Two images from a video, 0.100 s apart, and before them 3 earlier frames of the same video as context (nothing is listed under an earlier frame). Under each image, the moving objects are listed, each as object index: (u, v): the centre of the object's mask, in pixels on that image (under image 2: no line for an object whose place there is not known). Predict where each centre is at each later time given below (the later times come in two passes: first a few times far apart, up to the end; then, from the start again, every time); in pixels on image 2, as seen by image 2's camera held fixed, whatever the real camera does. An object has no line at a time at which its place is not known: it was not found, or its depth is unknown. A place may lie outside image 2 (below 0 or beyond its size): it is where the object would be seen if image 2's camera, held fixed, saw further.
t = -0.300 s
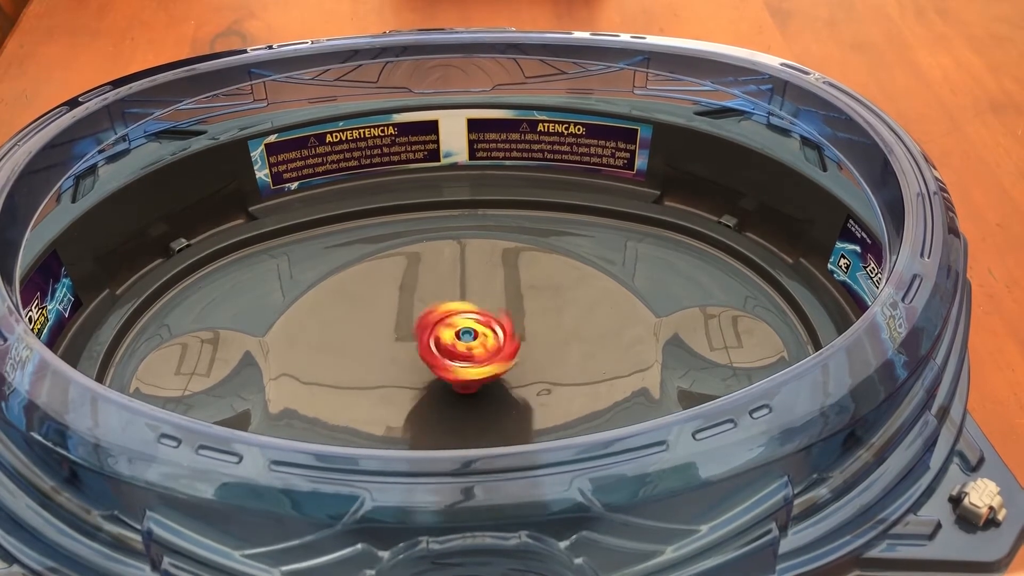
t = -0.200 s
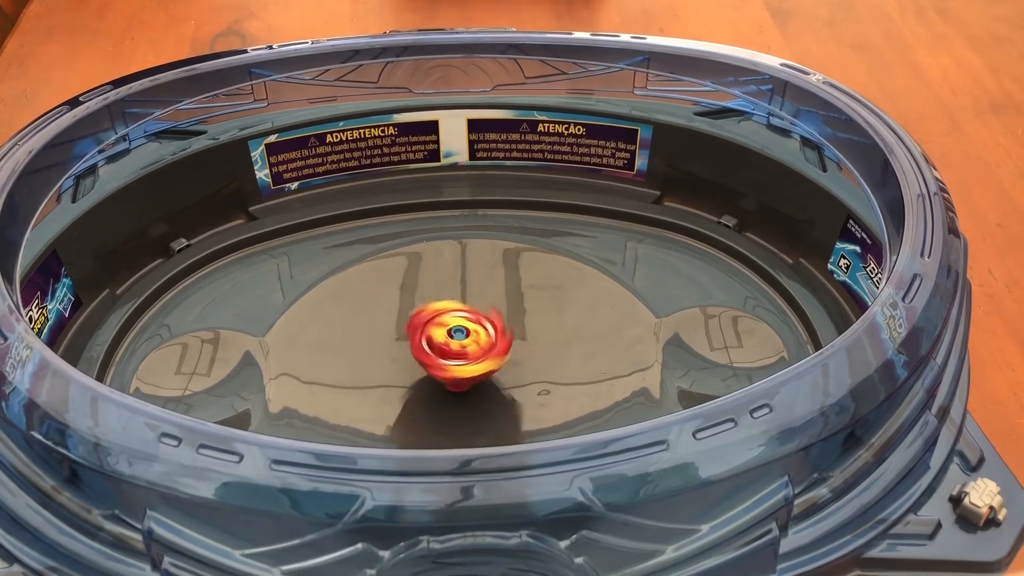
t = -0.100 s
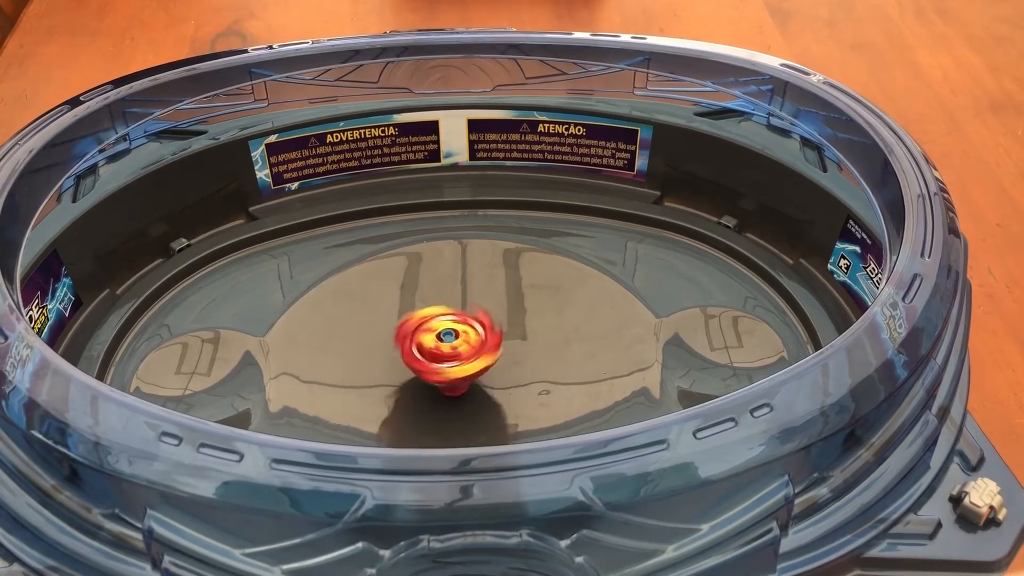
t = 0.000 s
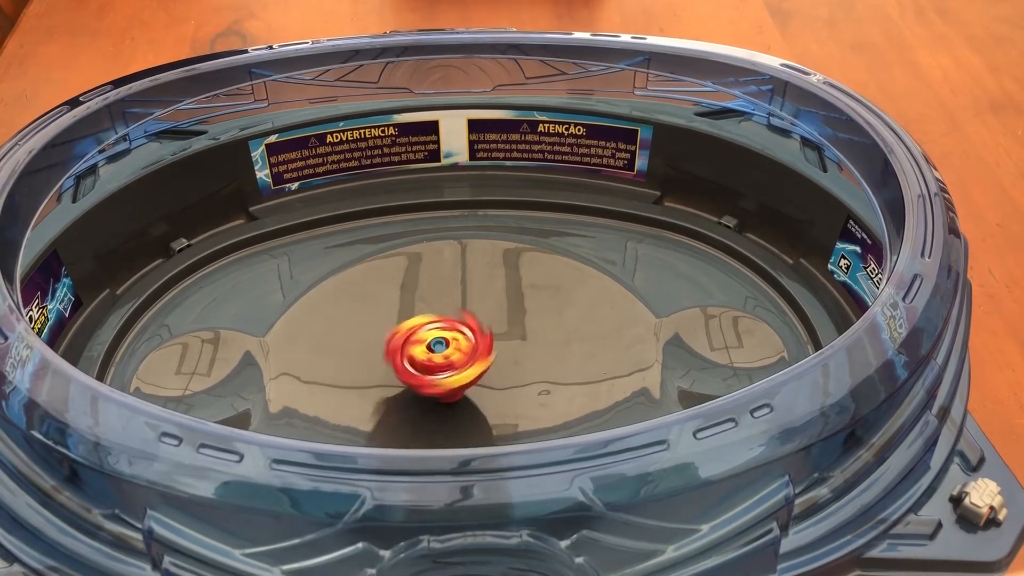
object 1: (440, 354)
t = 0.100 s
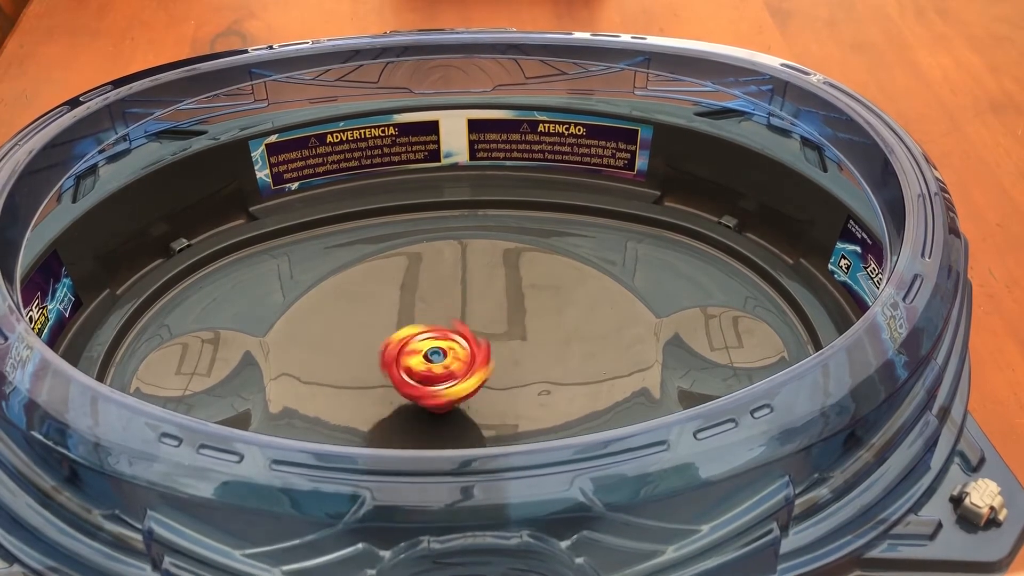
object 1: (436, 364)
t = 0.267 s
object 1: (435, 382)
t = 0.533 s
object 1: (456, 389)
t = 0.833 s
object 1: (485, 370)
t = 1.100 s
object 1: (481, 354)
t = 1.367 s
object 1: (455, 353)
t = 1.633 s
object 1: (436, 363)
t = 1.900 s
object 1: (441, 376)
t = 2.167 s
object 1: (467, 387)
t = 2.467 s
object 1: (480, 375)
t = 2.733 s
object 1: (469, 357)
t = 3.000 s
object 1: (455, 353)
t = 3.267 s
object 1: (450, 371)
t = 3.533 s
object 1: (455, 382)
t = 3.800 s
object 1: (464, 376)
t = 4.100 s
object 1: (477, 366)
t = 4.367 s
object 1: (466, 359)
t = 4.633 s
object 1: (455, 361)
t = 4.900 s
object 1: (457, 372)
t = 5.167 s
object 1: (467, 379)
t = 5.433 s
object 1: (471, 371)
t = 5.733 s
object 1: (469, 362)
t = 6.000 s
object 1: (485, 370)
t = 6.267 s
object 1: (469, 389)
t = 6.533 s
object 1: (461, 379)
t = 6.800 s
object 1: (461, 384)
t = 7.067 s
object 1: (474, 383)
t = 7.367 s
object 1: (460, 387)
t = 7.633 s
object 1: (472, 380)
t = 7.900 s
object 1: (510, 371)
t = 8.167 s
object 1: (477, 380)
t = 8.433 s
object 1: (455, 377)
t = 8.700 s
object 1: (437, 370)
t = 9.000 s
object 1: (445, 374)
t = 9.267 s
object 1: (453, 376)
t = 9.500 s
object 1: (443, 373)
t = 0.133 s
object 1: (436, 368)
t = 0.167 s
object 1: (433, 371)
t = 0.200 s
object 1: (435, 376)
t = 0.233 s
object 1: (438, 378)
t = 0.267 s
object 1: (435, 382)
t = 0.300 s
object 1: (437, 385)
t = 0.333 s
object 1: (440, 385)
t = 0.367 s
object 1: (443, 388)
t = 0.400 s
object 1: (444, 390)
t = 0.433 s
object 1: (446, 389)
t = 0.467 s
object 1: (450, 392)
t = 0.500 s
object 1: (452, 391)
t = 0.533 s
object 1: (456, 389)
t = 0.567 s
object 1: (462, 391)
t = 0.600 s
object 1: (462, 389)
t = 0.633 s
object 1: (463, 387)
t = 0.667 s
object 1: (472, 385)
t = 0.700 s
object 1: (474, 382)
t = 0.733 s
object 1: (476, 380)
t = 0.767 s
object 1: (481, 376)
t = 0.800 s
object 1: (481, 372)
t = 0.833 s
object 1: (485, 370)
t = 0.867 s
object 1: (488, 366)
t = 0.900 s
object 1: (486, 365)
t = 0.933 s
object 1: (485, 362)
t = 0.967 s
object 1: (485, 359)
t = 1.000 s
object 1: (486, 358)
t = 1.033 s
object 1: (484, 356)
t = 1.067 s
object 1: (481, 354)
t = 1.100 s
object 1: (481, 354)
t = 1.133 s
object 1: (475, 352)
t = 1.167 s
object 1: (475, 353)
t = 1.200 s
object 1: (474, 352)
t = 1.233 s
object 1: (466, 351)
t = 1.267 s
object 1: (463, 353)
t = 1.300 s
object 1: (461, 352)
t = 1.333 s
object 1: (459, 353)
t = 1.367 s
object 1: (455, 353)
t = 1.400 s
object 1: (448, 353)
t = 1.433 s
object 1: (446, 355)
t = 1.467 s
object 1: (443, 356)
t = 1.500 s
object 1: (441, 358)
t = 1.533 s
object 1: (440, 360)
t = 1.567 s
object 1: (433, 361)
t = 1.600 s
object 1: (434, 364)
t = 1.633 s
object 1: (436, 363)
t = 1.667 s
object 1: (435, 366)
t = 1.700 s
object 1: (433, 368)
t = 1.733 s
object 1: (431, 368)
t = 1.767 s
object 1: (436, 371)
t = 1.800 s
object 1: (436, 371)
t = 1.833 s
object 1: (438, 374)
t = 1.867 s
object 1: (442, 375)
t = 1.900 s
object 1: (441, 376)
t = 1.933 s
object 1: (445, 377)
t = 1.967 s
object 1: (449, 378)
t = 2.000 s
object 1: (452, 381)
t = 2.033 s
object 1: (454, 382)
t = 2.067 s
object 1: (454, 383)
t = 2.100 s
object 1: (462, 384)
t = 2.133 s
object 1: (463, 384)
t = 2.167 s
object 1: (467, 387)
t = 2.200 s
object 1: (471, 385)
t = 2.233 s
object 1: (470, 386)
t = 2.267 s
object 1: (473, 385)
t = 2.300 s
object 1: (475, 383)
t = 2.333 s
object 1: (479, 383)
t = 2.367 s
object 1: (477, 381)
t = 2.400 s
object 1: (476, 380)
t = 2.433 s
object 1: (480, 377)
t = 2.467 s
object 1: (480, 375)
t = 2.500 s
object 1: (480, 373)
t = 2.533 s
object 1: (477, 369)
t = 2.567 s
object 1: (478, 368)
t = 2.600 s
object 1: (475, 363)
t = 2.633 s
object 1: (474, 363)
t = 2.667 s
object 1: (474, 359)
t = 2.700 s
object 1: (471, 359)
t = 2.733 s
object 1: (469, 357)
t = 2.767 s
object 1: (465, 353)
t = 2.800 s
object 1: (467, 354)
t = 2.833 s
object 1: (462, 351)
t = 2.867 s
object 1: (461, 353)
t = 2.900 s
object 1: (462, 351)
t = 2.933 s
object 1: (459, 353)
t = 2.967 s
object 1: (457, 354)
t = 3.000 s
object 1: (455, 353)
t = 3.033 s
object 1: (458, 356)
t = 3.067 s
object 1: (453, 356)
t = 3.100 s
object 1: (451, 360)
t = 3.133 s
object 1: (451, 360)
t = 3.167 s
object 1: (452, 363)
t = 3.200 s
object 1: (450, 366)
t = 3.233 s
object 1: (447, 369)
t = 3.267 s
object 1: (450, 371)
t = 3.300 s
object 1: (446, 373)
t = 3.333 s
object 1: (449, 377)
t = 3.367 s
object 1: (449, 377)
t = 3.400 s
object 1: (451, 380)
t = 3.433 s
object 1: (448, 380)
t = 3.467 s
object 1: (449, 382)
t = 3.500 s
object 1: (453, 381)
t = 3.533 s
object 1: (455, 382)
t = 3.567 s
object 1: (454, 382)
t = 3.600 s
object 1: (452, 382)
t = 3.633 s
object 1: (458, 382)
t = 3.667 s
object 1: (456, 380)
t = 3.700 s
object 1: (459, 381)
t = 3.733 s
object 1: (461, 377)
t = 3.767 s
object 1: (465, 379)
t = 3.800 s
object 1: (464, 376)
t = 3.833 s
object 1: (466, 376)
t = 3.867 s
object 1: (470, 372)
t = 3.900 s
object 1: (473, 373)
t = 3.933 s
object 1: (473, 371)
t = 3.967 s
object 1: (472, 370)
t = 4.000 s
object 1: (478, 368)
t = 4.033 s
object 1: (476, 368)
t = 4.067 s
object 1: (477, 367)
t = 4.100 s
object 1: (477, 366)
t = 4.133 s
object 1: (479, 366)
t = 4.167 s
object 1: (474, 364)
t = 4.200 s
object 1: (474, 365)
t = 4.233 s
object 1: (473, 362)
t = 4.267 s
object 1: (474, 363)
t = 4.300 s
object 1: (472, 361)
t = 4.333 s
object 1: (468, 362)
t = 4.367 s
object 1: (466, 359)
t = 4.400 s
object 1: (465, 360)
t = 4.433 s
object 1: (461, 359)
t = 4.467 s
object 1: (459, 360)
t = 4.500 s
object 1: (459, 359)
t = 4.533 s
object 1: (454, 360)
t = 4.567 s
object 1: (453, 361)
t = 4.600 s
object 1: (452, 362)
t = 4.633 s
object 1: (455, 361)
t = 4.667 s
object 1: (453, 363)
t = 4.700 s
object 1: (451, 364)
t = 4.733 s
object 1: (447, 364)
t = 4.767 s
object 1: (451, 365)
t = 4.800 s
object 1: (451, 366)
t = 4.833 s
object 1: (453, 369)
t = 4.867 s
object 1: (453, 369)
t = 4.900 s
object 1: (457, 372)
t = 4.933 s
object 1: (455, 373)
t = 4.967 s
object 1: (457, 375)
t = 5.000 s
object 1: (458, 374)
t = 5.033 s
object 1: (464, 377)
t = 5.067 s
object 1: (462, 377)
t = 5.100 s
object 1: (462, 378)
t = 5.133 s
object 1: (462, 377)
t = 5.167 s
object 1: (467, 379)
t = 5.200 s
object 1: (465, 377)
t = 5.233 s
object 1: (466, 378)
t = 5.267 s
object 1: (466, 376)
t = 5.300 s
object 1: (469, 376)
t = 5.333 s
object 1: (466, 373)
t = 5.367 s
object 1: (467, 374)
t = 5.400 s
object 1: (467, 370)
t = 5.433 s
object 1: (471, 371)
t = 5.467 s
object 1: (470, 369)
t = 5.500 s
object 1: (470, 369)
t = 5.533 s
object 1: (469, 366)
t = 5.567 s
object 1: (473, 365)
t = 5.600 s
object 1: (472, 363)
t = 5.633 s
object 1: (475, 364)
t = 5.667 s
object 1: (475, 362)
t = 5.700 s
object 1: (474, 364)
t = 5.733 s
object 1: (469, 362)
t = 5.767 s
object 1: (469, 363)
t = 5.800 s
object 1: (467, 362)
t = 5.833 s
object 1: (470, 363)
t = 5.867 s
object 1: (469, 361)
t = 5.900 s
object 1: (473, 361)
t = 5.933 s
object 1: (475, 359)
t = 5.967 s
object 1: (482, 362)
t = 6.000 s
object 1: (485, 370)
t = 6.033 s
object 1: (484, 379)
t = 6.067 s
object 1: (478, 380)
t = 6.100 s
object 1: (477, 379)
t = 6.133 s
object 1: (480, 378)
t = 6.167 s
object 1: (479, 385)
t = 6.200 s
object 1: (478, 388)
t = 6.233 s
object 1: (474, 389)
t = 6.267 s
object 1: (469, 389)
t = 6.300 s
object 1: (468, 386)
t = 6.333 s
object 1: (467, 381)
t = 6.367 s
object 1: (468, 381)
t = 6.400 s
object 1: (466, 380)
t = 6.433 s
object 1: (462, 382)
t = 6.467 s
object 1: (459, 382)
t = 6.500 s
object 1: (456, 380)
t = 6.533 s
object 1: (461, 379)
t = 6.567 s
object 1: (463, 383)
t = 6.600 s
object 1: (463, 385)
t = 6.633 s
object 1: (465, 385)
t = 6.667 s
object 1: (462, 382)
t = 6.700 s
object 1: (468, 382)
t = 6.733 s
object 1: (471, 382)
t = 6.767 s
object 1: (468, 384)
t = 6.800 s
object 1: (461, 384)
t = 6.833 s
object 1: (456, 383)
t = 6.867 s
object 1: (457, 380)
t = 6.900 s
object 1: (464, 380)
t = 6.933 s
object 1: (464, 384)
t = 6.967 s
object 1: (465, 384)
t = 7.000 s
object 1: (466, 383)
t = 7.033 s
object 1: (468, 379)
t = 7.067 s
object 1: (474, 383)
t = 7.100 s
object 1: (471, 389)
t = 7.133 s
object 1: (464, 392)
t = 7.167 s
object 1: (457, 390)
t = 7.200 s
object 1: (458, 389)
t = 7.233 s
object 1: (460, 390)
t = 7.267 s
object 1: (462, 390)
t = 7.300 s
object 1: (460, 388)
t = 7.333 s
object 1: (461, 388)
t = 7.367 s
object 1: (460, 387)
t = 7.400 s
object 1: (462, 385)
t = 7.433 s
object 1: (463, 379)
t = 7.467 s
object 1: (466, 380)
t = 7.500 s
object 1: (467, 381)
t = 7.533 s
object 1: (469, 383)
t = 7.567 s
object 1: (470, 382)
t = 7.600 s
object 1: (470, 381)
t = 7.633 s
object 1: (472, 380)
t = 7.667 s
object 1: (474, 379)
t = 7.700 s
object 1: (477, 379)
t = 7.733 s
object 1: (483, 380)
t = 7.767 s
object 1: (490, 380)
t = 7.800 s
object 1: (497, 378)
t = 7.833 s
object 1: (503, 376)
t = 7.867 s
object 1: (507, 373)
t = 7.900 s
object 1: (510, 371)
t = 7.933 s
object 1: (510, 371)
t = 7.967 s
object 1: (509, 372)
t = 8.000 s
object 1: (506, 374)
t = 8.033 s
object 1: (501, 376)
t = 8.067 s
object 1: (496, 379)
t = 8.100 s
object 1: (489, 381)
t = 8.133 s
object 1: (482, 381)
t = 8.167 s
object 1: (477, 380)
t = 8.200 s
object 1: (474, 379)
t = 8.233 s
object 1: (472, 379)
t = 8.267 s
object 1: (469, 379)
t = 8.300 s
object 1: (466, 379)
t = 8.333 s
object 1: (462, 379)
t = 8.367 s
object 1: (459, 378)
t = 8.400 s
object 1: (457, 377)
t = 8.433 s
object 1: (455, 377)
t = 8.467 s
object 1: (453, 376)
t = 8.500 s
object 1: (451, 376)
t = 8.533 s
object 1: (449, 375)
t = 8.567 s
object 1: (446, 374)
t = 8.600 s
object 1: (444, 373)
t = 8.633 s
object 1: (442, 372)
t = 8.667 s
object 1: (440, 371)
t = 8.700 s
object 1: (437, 370)
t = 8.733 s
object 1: (435, 369)
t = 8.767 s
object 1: (435, 368)
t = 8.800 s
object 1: (435, 368)
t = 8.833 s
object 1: (435, 369)
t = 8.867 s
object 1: (437, 370)
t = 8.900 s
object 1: (440, 371)
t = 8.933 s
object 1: (442, 372)
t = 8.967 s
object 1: (443, 373)
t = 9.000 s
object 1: (445, 374)
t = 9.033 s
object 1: (446, 374)
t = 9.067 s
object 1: (448, 375)
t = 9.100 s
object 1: (450, 376)
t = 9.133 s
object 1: (452, 376)
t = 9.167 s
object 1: (453, 376)
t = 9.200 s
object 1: (453, 376)
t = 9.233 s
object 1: (453, 376)
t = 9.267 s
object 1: (453, 376)
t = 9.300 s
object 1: (452, 376)
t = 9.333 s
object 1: (450, 376)
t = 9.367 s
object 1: (448, 375)
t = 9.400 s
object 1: (446, 374)
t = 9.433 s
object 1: (445, 374)
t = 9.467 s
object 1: (444, 373)
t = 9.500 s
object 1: (443, 373)
